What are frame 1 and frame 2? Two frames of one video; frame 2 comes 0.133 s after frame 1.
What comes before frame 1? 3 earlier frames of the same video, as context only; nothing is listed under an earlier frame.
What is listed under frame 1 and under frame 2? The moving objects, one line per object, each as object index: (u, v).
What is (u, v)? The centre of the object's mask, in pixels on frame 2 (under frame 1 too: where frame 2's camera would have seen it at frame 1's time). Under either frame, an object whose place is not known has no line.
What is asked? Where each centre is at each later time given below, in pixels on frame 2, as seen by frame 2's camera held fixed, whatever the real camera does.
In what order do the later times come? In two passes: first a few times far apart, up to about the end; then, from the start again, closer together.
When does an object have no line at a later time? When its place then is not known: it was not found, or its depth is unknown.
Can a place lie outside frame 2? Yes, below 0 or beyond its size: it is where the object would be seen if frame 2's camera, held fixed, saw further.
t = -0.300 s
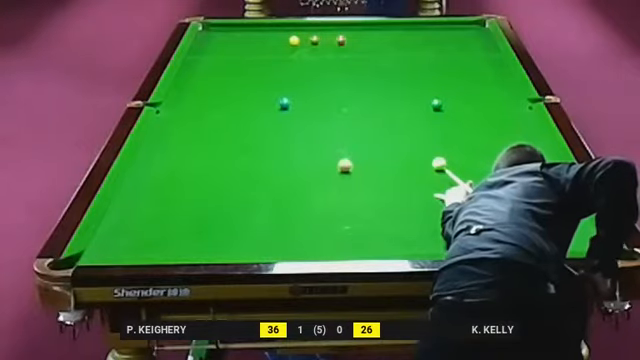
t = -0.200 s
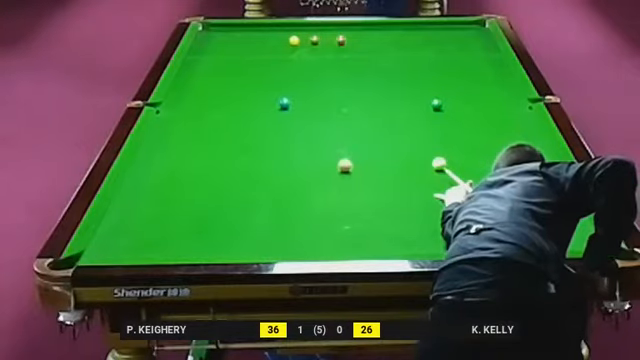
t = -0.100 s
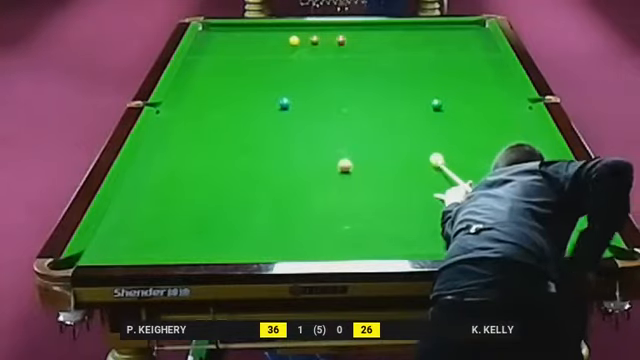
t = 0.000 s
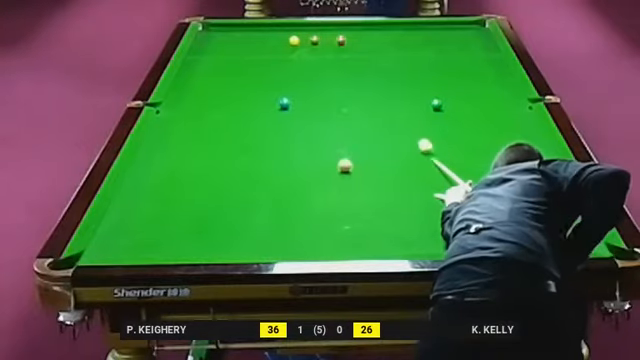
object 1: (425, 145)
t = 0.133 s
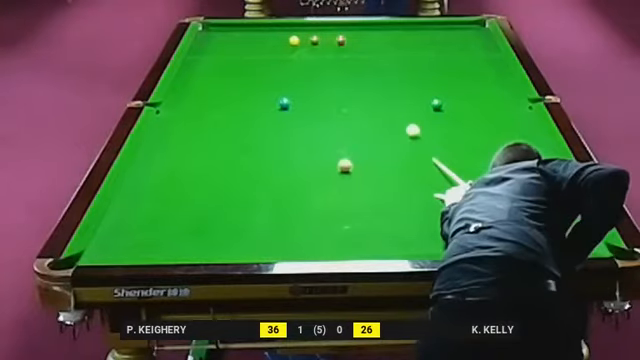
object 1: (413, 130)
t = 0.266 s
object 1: (402, 117)
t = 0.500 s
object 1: (387, 97)
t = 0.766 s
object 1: (371, 78)
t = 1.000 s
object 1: (358, 62)
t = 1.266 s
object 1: (346, 46)
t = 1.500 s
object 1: (342, 41)
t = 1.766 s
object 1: (340, 38)
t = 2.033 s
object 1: (338, 35)
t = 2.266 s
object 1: (337, 33)
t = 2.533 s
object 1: (335, 31)
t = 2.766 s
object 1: (335, 30)
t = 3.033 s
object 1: (334, 29)
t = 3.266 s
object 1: (334, 28)
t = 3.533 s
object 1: (334, 28)
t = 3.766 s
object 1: (334, 28)
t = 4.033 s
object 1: (333, 28)
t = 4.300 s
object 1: (333, 28)
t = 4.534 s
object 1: (334, 28)
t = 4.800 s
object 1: (334, 28)
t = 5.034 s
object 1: (334, 28)
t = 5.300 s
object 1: (334, 28)
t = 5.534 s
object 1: (334, 28)
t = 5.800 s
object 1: (334, 28)
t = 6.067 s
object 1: (334, 28)
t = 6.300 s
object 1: (334, 27)
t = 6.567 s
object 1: (334, 28)
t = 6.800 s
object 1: (334, 28)
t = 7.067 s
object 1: (334, 27)
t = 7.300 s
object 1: (334, 28)
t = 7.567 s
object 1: (334, 28)
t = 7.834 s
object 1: (334, 28)
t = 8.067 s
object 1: (334, 28)
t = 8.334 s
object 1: (334, 28)
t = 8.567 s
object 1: (334, 27)
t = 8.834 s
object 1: (334, 28)
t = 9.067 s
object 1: (334, 28)
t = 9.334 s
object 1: (334, 28)
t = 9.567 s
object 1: (334, 28)
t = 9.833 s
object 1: (334, 28)
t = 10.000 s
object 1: (334, 28)
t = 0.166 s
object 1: (410, 126)
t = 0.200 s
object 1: (407, 123)
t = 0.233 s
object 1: (405, 120)
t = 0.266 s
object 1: (402, 117)
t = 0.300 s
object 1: (400, 114)
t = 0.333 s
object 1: (398, 111)
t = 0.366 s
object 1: (395, 108)
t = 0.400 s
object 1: (393, 105)
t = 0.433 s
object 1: (391, 102)
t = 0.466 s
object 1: (389, 100)
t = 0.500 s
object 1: (387, 97)
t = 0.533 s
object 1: (385, 95)
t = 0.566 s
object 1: (382, 92)
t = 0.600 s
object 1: (380, 89)
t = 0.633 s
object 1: (378, 87)
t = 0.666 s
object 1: (376, 84)
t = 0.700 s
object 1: (374, 82)
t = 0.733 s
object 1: (373, 80)
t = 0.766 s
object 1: (371, 78)
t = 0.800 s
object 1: (369, 75)
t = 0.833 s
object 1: (367, 73)
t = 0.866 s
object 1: (365, 70)
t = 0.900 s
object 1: (364, 68)
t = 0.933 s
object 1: (362, 66)
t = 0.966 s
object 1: (360, 64)
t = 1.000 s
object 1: (358, 62)
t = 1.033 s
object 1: (357, 60)
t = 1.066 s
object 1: (355, 58)
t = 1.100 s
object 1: (354, 56)
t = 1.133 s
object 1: (352, 54)
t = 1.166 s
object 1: (350, 52)
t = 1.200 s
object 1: (349, 50)
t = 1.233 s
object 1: (348, 48)
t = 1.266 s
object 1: (346, 46)
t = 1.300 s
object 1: (345, 45)
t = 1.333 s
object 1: (344, 43)
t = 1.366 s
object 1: (343, 42)
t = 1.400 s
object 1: (342, 42)
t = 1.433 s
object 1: (343, 42)
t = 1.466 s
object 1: (342, 41)
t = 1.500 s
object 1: (342, 41)
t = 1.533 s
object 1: (342, 40)
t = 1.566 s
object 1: (341, 40)
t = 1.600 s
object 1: (341, 40)
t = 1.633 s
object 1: (341, 39)
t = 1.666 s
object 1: (341, 39)
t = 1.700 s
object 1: (340, 38)
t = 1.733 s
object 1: (340, 38)
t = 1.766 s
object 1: (340, 38)
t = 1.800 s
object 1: (340, 38)
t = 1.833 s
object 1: (339, 37)
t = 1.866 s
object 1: (339, 37)
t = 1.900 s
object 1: (339, 36)
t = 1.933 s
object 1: (339, 36)
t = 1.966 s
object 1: (338, 36)
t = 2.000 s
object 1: (338, 36)
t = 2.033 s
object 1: (338, 35)
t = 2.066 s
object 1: (338, 35)
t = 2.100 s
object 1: (338, 34)
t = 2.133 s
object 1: (338, 34)
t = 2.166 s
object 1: (337, 34)
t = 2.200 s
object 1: (337, 34)
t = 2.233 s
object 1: (337, 33)
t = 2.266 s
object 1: (337, 33)
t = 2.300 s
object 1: (337, 33)
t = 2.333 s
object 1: (336, 33)
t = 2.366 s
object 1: (336, 33)
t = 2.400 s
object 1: (336, 32)
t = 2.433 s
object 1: (336, 32)
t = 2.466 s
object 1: (335, 31)
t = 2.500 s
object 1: (335, 31)
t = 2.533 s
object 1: (335, 31)
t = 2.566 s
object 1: (335, 31)
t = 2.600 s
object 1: (335, 31)
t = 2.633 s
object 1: (335, 31)
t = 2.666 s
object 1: (335, 31)
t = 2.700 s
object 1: (335, 31)
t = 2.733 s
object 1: (335, 31)
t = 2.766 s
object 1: (335, 30)
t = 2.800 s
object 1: (334, 30)
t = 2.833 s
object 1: (334, 30)
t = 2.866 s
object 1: (334, 30)
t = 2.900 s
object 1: (334, 30)
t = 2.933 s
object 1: (334, 29)
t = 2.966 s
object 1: (334, 29)
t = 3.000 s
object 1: (334, 29)
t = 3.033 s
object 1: (334, 29)
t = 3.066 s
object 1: (334, 29)
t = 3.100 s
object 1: (334, 29)
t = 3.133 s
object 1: (334, 29)
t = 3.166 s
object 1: (334, 29)
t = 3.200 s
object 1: (334, 28)
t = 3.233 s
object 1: (334, 28)
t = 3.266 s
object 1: (334, 28)
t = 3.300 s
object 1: (334, 28)
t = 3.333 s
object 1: (334, 28)
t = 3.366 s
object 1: (334, 28)
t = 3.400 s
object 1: (333, 28)
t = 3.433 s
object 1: (333, 28)
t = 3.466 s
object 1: (333, 28)
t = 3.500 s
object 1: (333, 28)
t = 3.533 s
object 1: (334, 28)
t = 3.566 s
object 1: (334, 28)
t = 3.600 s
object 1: (333, 28)
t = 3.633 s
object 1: (334, 28)
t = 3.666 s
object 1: (334, 28)
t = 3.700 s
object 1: (334, 28)
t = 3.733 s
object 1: (334, 28)
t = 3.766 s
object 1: (334, 28)
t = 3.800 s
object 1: (334, 28)
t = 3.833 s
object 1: (334, 28)
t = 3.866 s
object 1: (333, 28)
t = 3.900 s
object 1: (333, 28)
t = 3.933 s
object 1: (333, 28)
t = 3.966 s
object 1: (333, 28)
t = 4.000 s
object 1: (333, 28)
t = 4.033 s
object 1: (333, 28)
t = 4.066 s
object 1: (333, 28)
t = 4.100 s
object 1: (333, 28)
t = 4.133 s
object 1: (333, 28)
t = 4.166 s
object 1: (333, 28)
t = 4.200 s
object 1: (333, 28)
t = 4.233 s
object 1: (333, 28)
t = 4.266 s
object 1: (333, 28)
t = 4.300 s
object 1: (333, 28)
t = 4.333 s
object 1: (333, 28)
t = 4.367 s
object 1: (334, 28)
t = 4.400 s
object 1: (334, 28)
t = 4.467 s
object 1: (334, 28)
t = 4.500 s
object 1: (334, 28)
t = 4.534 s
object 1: (334, 28)
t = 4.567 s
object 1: (334, 28)
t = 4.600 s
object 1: (334, 28)
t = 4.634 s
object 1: (334, 28)
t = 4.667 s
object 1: (334, 28)
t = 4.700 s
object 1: (334, 28)
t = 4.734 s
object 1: (334, 28)
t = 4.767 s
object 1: (334, 28)
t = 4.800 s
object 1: (334, 28)
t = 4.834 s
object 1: (334, 28)
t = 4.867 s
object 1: (334, 28)
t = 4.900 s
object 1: (334, 28)
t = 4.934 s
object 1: (334, 28)
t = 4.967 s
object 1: (334, 28)
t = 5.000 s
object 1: (334, 28)
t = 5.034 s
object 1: (334, 28)
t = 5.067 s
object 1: (334, 28)
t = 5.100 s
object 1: (334, 28)
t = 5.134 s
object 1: (334, 28)
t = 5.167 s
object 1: (334, 28)
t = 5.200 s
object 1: (334, 28)
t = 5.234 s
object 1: (334, 28)
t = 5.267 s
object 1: (334, 28)
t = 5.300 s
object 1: (334, 28)
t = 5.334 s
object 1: (334, 28)
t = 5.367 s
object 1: (334, 28)
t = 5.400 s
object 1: (334, 28)
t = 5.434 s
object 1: (334, 28)
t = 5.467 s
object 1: (334, 28)
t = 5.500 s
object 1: (334, 28)
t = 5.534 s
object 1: (334, 28)
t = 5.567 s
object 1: (334, 28)
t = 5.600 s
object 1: (334, 28)
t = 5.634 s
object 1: (334, 28)
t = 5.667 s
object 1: (334, 28)
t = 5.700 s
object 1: (334, 28)
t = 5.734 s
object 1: (334, 28)
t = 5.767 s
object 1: (334, 28)
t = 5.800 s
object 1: (334, 28)
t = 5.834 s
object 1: (334, 28)
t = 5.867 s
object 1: (334, 28)
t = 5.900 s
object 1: (334, 28)
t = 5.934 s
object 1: (334, 28)
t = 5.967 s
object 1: (334, 28)
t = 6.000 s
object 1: (334, 28)
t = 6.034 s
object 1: (334, 28)
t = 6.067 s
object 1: (334, 28)
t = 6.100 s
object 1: (334, 27)
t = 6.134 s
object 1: (334, 27)
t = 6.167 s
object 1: (334, 28)
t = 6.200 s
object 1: (334, 28)
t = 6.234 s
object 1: (334, 28)
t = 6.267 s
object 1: (334, 27)
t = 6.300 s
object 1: (334, 27)
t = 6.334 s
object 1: (334, 27)
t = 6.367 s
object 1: (334, 28)
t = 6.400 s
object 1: (334, 27)
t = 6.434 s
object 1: (334, 27)
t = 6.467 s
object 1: (334, 27)
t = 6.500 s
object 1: (334, 27)
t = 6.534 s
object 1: (334, 28)
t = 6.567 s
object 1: (334, 28)
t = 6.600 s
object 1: (334, 28)
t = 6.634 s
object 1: (334, 28)
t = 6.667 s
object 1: (334, 28)
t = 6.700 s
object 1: (334, 28)
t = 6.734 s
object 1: (334, 27)
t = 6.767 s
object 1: (334, 28)
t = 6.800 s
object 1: (334, 28)
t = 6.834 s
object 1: (334, 28)
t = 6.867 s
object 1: (334, 28)
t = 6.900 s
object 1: (334, 28)
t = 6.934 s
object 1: (334, 28)
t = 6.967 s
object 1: (334, 28)
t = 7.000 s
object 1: (334, 27)
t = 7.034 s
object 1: (334, 27)
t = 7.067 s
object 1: (334, 27)
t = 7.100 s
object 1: (334, 28)
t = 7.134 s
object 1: (334, 28)
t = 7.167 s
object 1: (334, 28)
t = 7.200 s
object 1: (334, 28)
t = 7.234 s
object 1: (334, 28)
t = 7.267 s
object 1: (334, 28)
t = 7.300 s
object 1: (334, 28)
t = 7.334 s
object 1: (334, 28)
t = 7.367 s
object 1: (334, 28)
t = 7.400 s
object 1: (334, 28)
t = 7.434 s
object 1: (334, 28)
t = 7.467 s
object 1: (334, 28)
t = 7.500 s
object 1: (334, 28)
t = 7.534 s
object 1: (334, 28)
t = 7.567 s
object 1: (334, 28)
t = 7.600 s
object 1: (334, 28)
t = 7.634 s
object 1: (334, 28)
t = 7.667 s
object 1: (334, 28)
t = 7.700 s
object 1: (334, 28)
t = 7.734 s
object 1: (334, 28)
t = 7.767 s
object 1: (334, 28)
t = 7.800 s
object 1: (334, 28)
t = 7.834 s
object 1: (334, 28)
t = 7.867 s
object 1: (334, 28)
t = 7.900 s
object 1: (334, 28)
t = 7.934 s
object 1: (334, 28)
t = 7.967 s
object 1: (334, 28)
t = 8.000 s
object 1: (334, 28)
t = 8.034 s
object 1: (334, 28)
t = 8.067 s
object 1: (334, 28)
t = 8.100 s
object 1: (334, 28)
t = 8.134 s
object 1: (334, 27)
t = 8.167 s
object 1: (334, 28)
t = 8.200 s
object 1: (334, 28)
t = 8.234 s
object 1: (334, 28)
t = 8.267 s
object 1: (334, 28)
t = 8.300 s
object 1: (334, 28)
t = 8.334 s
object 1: (334, 28)
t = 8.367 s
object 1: (334, 27)
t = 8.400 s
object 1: (334, 27)
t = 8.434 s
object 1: (334, 27)
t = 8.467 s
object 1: (334, 27)
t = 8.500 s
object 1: (334, 27)
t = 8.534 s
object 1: (334, 27)
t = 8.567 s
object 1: (334, 27)
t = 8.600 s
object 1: (334, 28)
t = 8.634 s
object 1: (334, 28)
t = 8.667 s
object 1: (334, 28)
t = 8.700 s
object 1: (334, 28)
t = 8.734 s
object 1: (334, 28)
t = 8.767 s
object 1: (334, 28)
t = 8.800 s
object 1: (334, 28)
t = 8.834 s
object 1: (334, 28)
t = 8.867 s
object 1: (334, 28)
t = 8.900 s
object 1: (334, 28)
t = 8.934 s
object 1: (334, 28)
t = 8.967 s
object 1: (334, 28)
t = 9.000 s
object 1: (334, 28)
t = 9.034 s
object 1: (334, 28)
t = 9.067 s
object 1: (334, 28)
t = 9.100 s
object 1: (334, 28)
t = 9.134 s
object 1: (334, 28)
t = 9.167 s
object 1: (334, 28)
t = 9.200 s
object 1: (334, 28)
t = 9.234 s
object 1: (334, 28)
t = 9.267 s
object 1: (334, 28)
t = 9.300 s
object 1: (334, 28)
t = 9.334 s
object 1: (334, 28)
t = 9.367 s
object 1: (334, 28)
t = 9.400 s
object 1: (334, 28)
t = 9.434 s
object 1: (334, 28)
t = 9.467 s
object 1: (334, 28)
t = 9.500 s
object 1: (334, 28)
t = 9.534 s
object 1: (334, 28)
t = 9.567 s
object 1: (334, 28)
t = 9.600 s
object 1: (334, 28)
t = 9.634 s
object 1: (334, 28)
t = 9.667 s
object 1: (334, 28)
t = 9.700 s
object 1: (334, 28)
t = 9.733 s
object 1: (334, 28)
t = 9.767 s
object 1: (334, 28)
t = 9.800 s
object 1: (334, 28)
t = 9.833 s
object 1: (334, 28)
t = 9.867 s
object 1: (334, 28)
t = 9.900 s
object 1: (334, 28)
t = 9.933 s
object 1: (334, 28)
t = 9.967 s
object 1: (334, 28)
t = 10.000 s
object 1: (334, 28)
